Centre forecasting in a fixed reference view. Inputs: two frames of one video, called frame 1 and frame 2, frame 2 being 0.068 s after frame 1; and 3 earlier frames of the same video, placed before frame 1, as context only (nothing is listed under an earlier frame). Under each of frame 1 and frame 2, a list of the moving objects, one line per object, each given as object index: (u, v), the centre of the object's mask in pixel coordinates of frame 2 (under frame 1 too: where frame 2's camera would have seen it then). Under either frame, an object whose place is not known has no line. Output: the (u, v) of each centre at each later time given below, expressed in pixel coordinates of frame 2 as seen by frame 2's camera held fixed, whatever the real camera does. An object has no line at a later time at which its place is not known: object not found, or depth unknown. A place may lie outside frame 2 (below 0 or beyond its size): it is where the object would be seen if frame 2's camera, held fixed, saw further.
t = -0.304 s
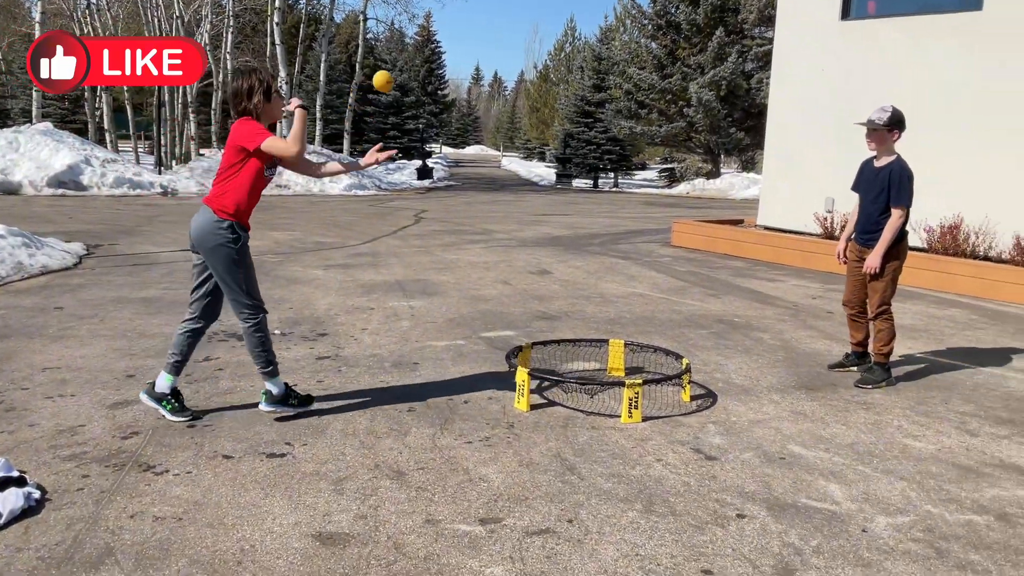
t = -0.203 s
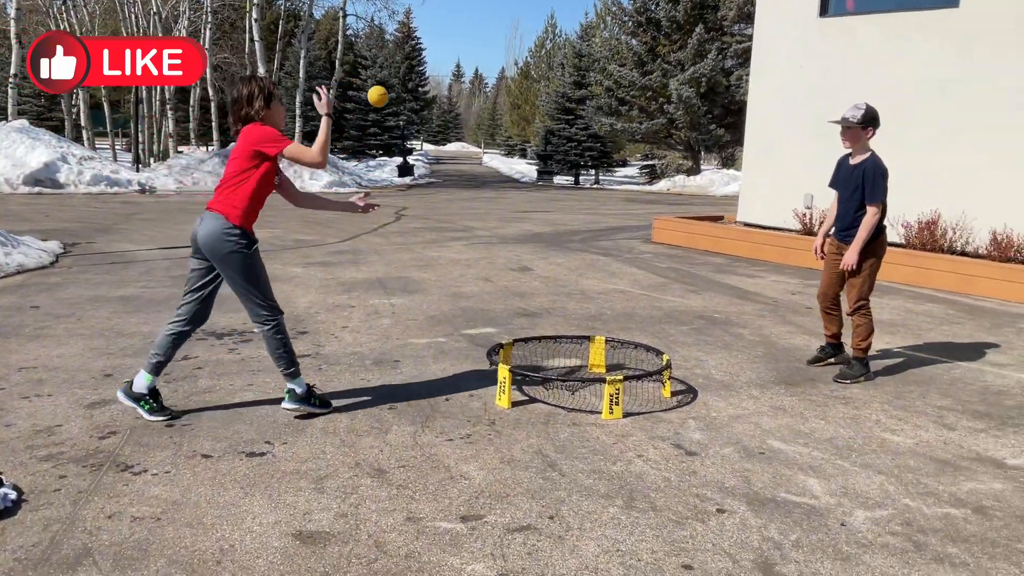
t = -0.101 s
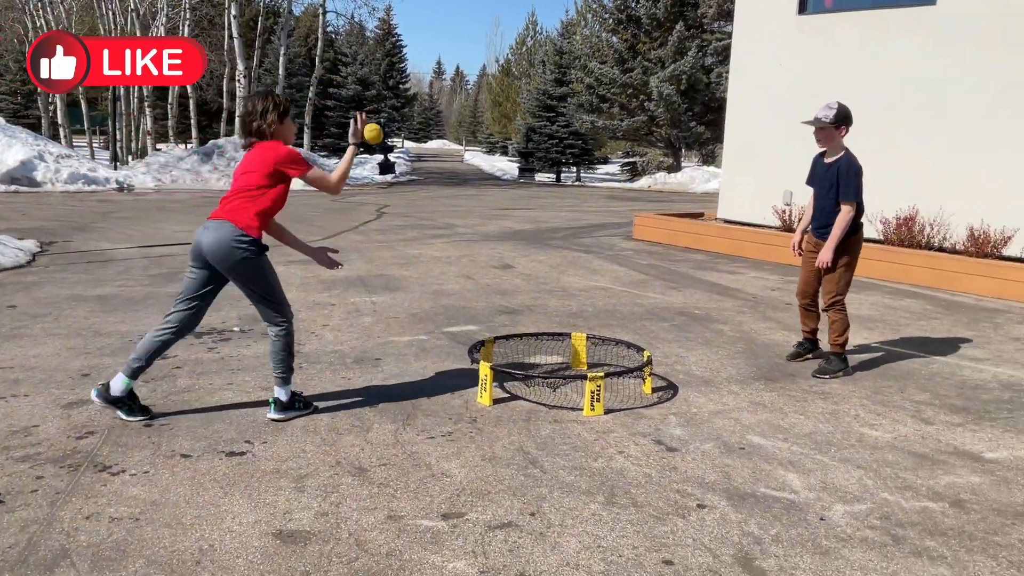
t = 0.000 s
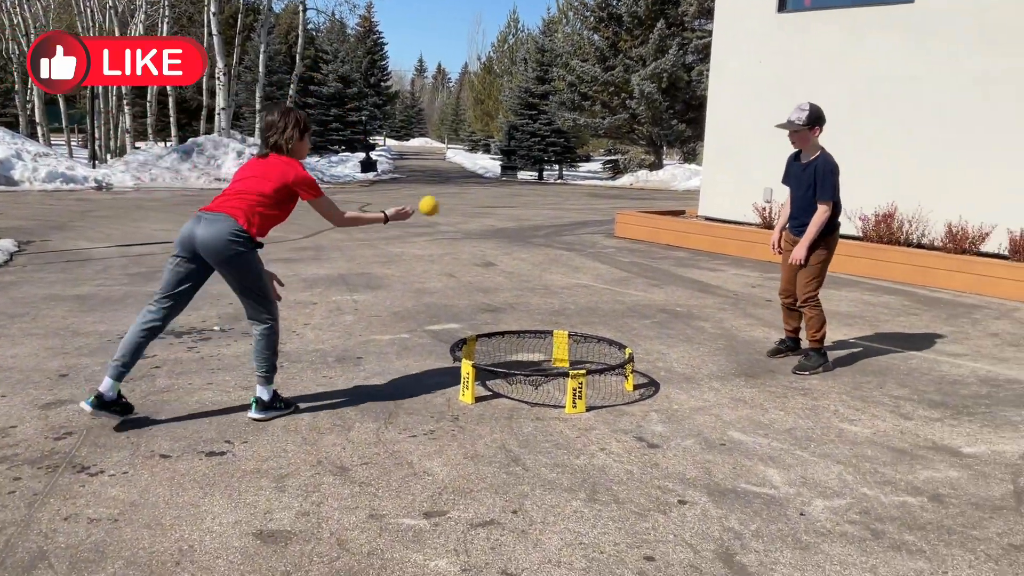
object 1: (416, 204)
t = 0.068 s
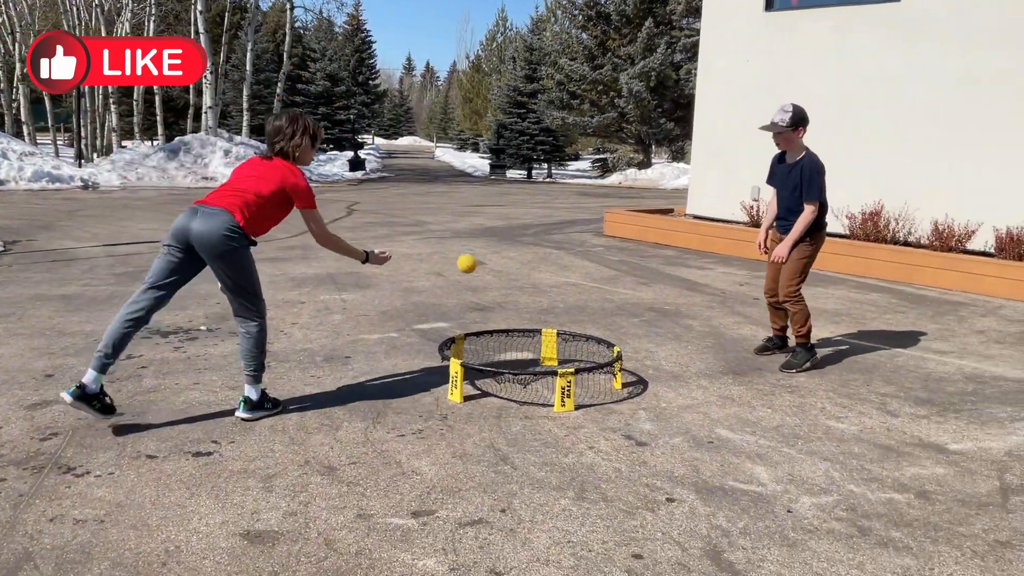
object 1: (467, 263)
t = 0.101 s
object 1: (490, 295)
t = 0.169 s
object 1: (533, 359)
